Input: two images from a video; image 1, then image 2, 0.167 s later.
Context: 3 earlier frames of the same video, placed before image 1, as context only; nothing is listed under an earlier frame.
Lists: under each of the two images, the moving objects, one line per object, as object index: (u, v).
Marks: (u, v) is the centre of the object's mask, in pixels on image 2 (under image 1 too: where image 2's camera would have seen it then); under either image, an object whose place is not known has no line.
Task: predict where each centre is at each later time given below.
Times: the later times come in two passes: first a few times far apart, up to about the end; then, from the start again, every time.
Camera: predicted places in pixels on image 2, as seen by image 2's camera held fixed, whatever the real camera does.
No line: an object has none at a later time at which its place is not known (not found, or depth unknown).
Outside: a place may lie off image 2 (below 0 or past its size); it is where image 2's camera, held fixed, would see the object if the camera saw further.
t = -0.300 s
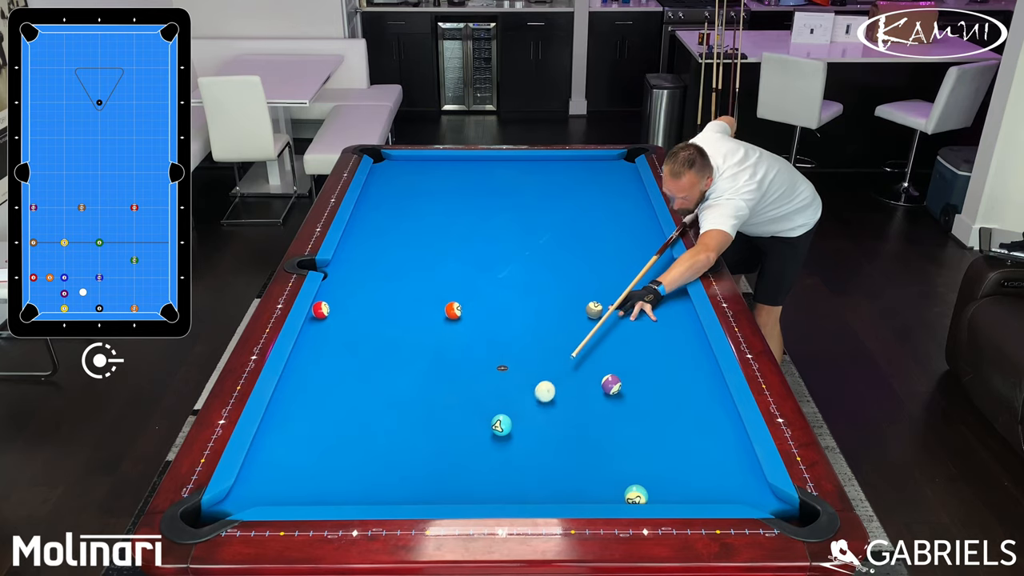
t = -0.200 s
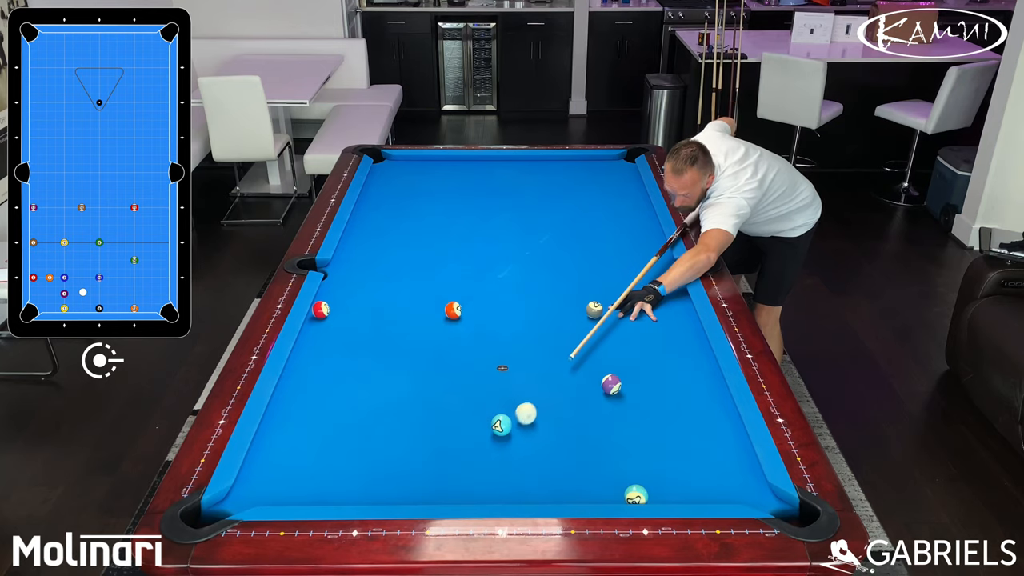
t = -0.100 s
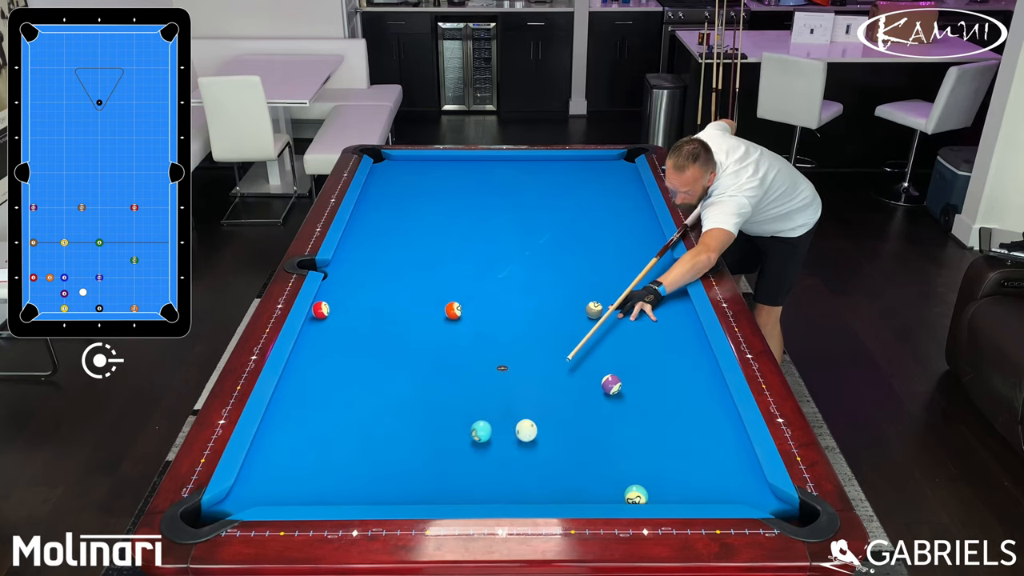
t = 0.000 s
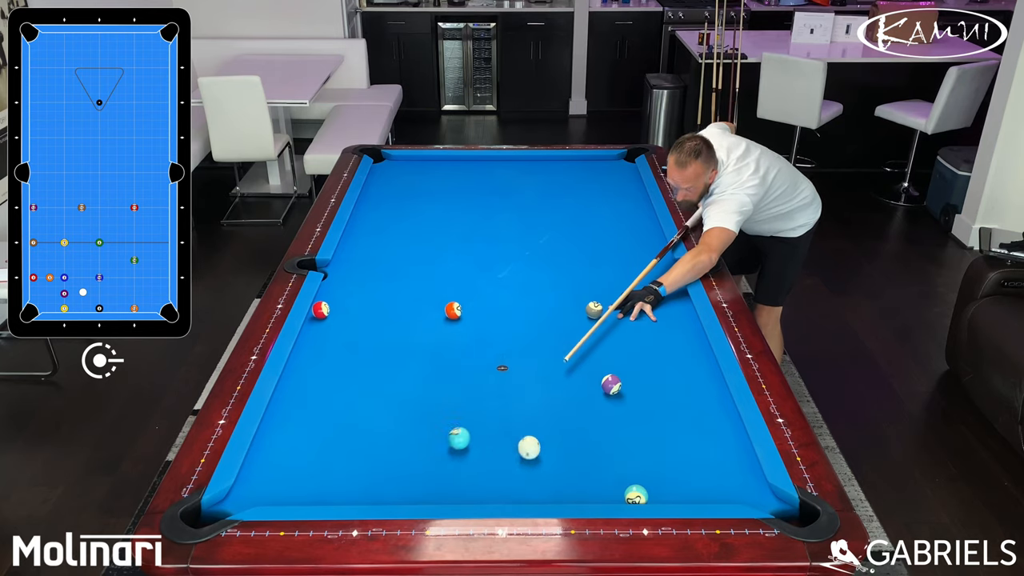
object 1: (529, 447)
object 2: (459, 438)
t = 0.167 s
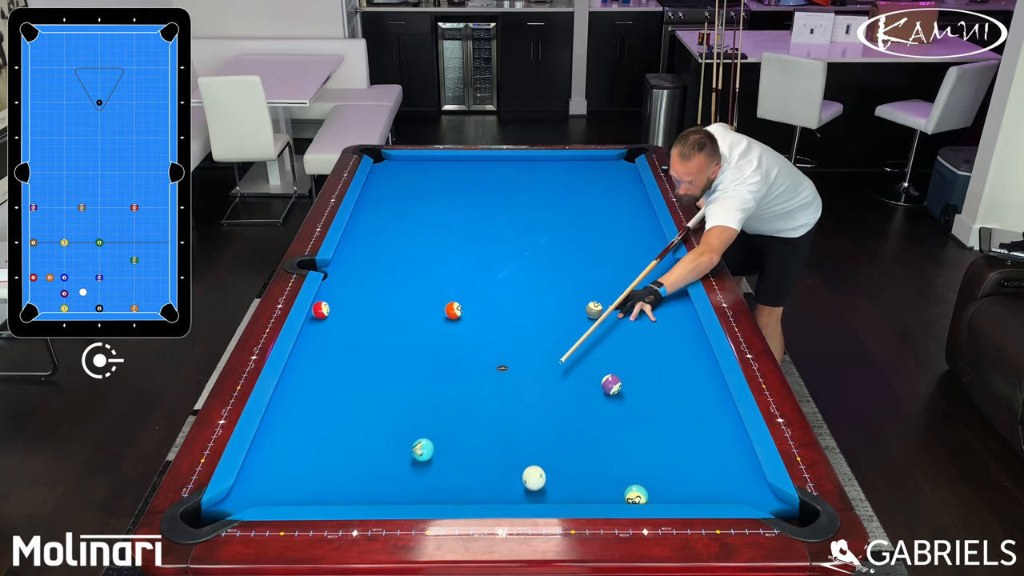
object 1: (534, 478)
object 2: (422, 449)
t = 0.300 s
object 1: (537, 494)
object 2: (393, 459)
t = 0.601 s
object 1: (539, 461)
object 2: (325, 480)
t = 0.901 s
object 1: (540, 432)
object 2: (256, 498)
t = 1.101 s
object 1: (542, 416)
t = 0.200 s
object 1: (535, 484)
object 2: (415, 452)
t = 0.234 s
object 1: (536, 490)
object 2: (408, 454)
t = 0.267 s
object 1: (537, 495)
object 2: (400, 457)
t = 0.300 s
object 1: (537, 494)
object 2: (393, 459)
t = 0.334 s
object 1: (537, 491)
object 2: (385, 461)
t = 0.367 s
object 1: (537, 488)
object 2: (378, 464)
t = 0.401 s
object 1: (538, 484)
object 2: (371, 466)
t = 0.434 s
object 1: (538, 480)
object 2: (363, 468)
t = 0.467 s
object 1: (538, 476)
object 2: (355, 471)
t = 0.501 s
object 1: (538, 472)
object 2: (348, 473)
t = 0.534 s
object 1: (538, 468)
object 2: (340, 476)
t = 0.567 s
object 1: (538, 465)
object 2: (333, 478)
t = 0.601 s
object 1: (539, 461)
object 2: (325, 480)
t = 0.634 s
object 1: (539, 458)
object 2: (317, 482)
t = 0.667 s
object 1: (539, 454)
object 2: (310, 485)
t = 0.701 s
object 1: (539, 451)
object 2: (302, 487)
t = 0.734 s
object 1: (539, 448)
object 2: (294, 489)
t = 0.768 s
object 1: (540, 444)
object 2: (287, 492)
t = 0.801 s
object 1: (540, 441)
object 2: (279, 494)
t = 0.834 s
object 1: (540, 438)
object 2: (272, 495)
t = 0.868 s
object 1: (540, 435)
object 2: (264, 497)
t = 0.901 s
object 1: (540, 432)
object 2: (256, 498)
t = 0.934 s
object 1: (541, 429)
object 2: (248, 500)
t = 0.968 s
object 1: (541, 426)
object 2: (240, 503)
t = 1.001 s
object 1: (541, 424)
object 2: (232, 506)
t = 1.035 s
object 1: (541, 421)
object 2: (225, 511)
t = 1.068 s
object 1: (541, 418)
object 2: (218, 515)
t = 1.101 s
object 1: (542, 416)
